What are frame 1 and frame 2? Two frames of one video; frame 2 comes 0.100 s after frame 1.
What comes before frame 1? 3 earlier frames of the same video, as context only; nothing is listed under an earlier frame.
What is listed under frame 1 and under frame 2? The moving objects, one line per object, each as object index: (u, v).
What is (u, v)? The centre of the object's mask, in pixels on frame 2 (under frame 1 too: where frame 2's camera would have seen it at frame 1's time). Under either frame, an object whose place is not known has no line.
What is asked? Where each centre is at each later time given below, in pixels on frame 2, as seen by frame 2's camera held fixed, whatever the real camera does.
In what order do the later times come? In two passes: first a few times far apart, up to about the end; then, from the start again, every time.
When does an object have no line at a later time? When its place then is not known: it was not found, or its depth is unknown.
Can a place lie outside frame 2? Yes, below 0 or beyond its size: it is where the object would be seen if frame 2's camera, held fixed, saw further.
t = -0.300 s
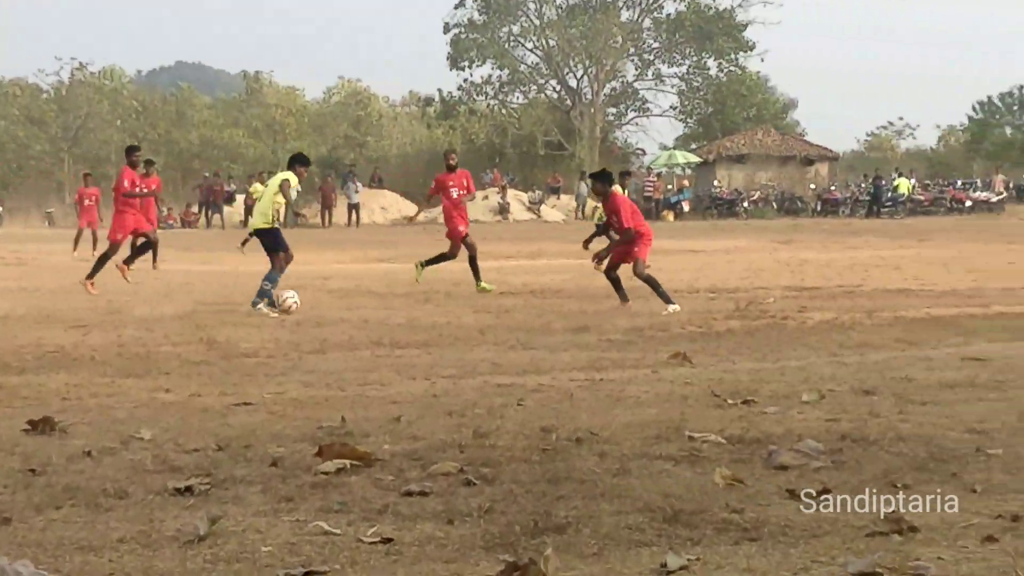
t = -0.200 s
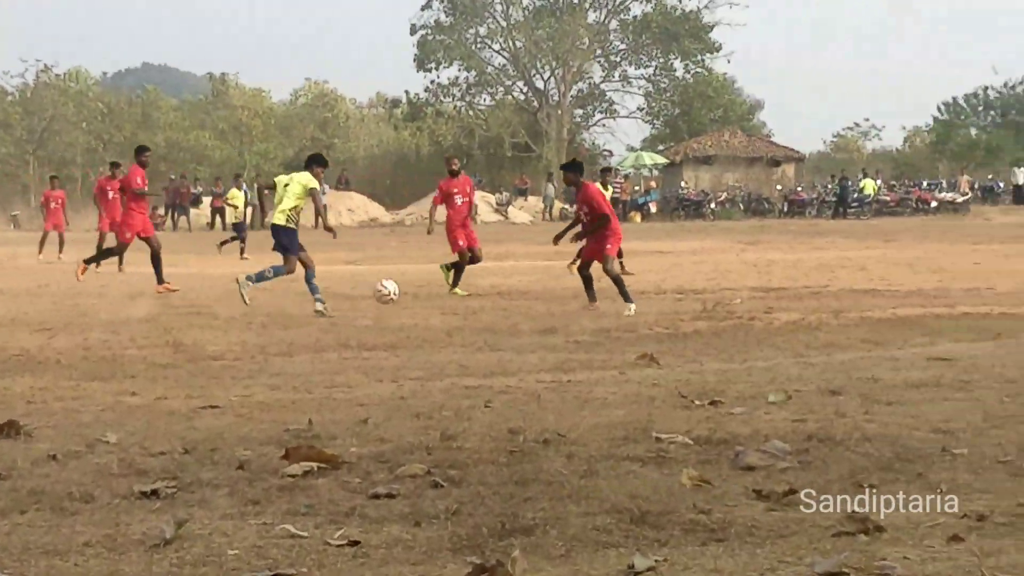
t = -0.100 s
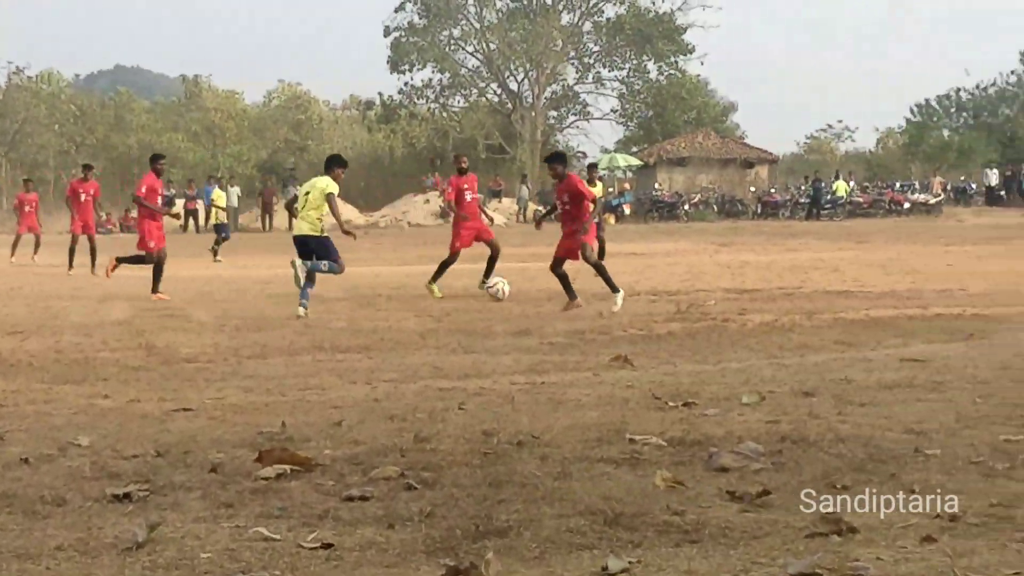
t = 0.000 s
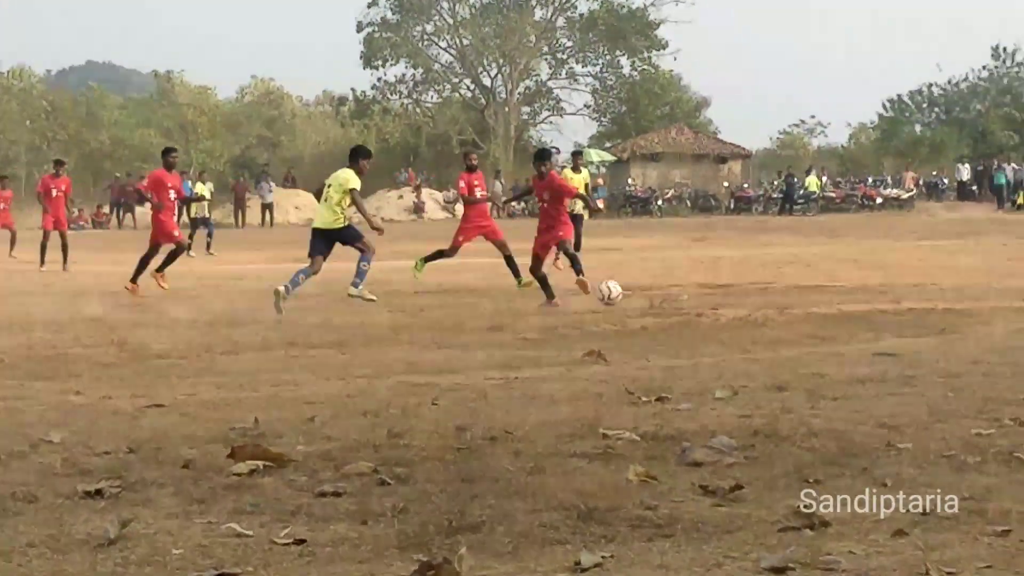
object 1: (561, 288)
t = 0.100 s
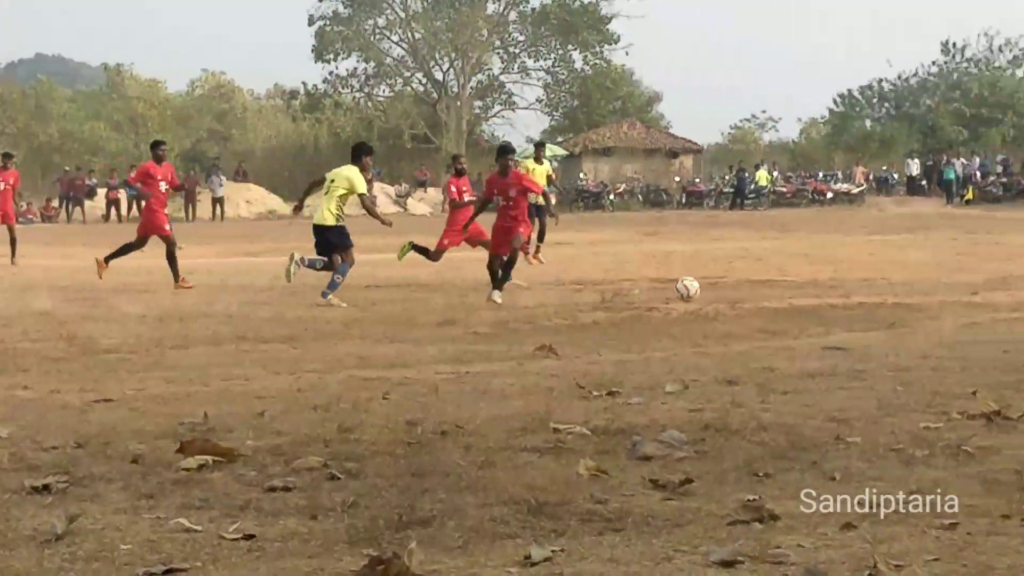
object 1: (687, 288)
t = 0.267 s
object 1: (864, 267)
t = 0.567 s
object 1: (1194, 286)
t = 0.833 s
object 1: (1528, 254)
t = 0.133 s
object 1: (723, 281)
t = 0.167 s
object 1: (758, 276)
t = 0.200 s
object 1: (793, 271)
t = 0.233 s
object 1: (829, 268)
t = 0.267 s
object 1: (864, 267)
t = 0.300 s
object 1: (899, 266)
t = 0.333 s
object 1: (935, 269)
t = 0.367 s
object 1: (970, 272)
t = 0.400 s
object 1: (1007, 276)
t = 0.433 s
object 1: (1043, 282)
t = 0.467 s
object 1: (1081, 290)
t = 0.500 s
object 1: (1119, 301)
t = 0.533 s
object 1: (1156, 296)
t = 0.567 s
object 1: (1194, 286)
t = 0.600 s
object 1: (1233, 278)
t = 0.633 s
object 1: (1272, 270)
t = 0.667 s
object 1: (1313, 265)
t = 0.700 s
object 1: (1354, 260)
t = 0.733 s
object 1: (1396, 256)
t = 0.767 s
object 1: (1438, 255)
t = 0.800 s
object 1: (1482, 254)
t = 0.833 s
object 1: (1528, 254)
